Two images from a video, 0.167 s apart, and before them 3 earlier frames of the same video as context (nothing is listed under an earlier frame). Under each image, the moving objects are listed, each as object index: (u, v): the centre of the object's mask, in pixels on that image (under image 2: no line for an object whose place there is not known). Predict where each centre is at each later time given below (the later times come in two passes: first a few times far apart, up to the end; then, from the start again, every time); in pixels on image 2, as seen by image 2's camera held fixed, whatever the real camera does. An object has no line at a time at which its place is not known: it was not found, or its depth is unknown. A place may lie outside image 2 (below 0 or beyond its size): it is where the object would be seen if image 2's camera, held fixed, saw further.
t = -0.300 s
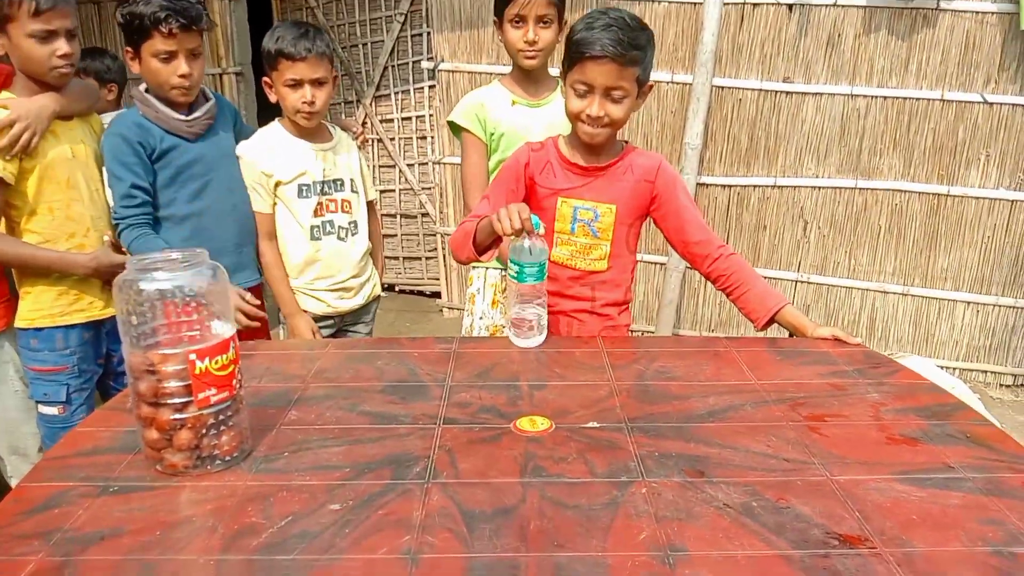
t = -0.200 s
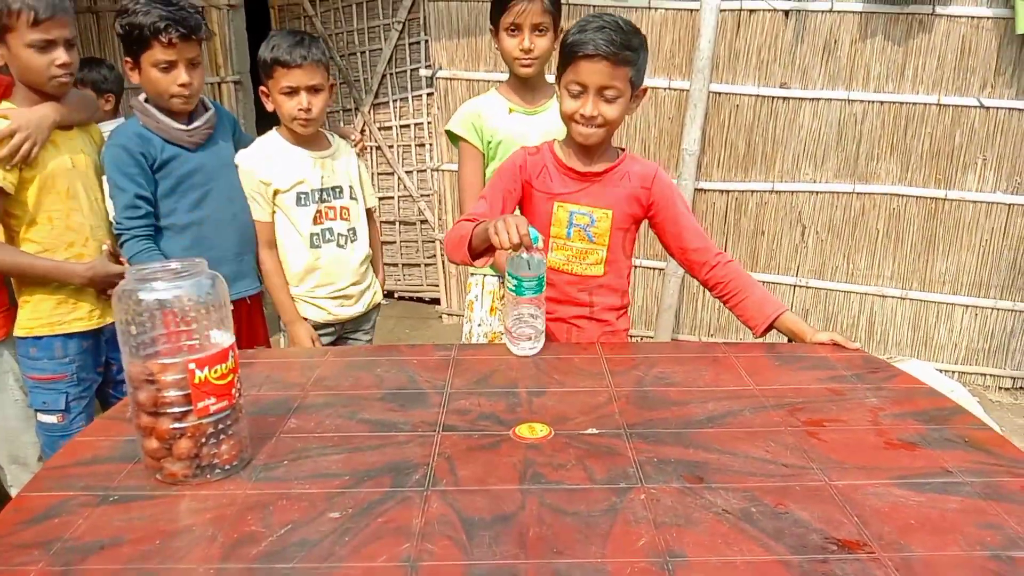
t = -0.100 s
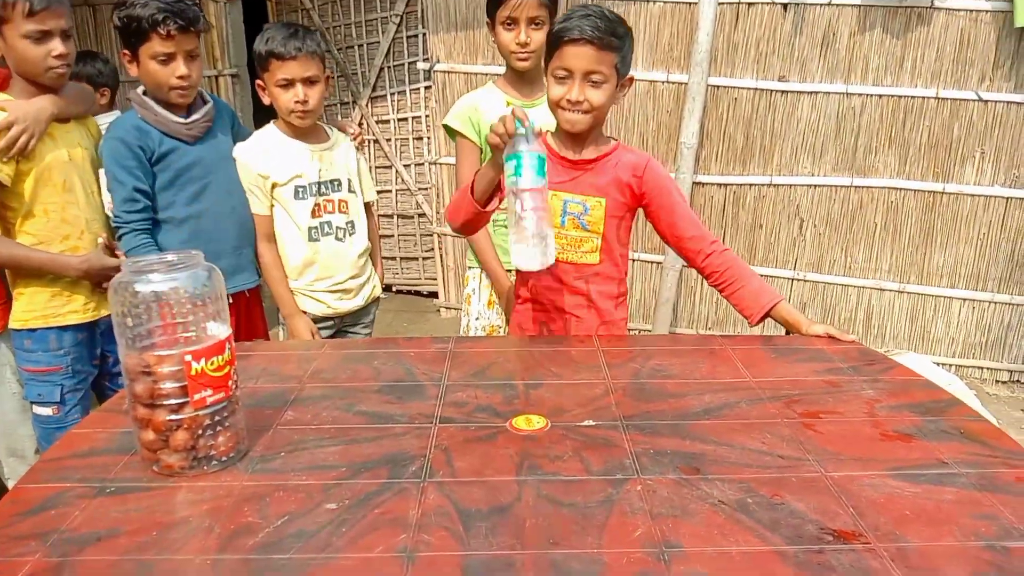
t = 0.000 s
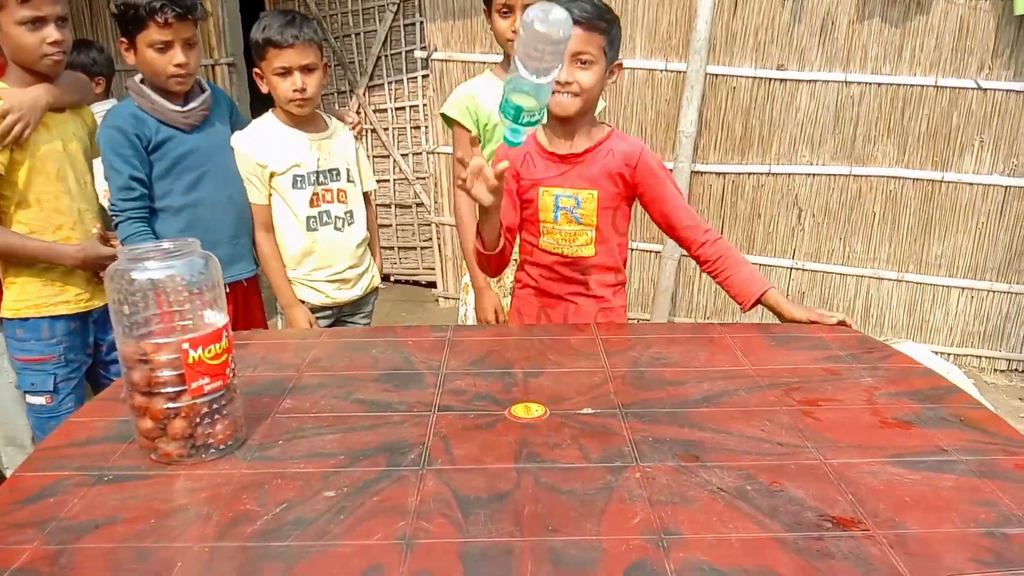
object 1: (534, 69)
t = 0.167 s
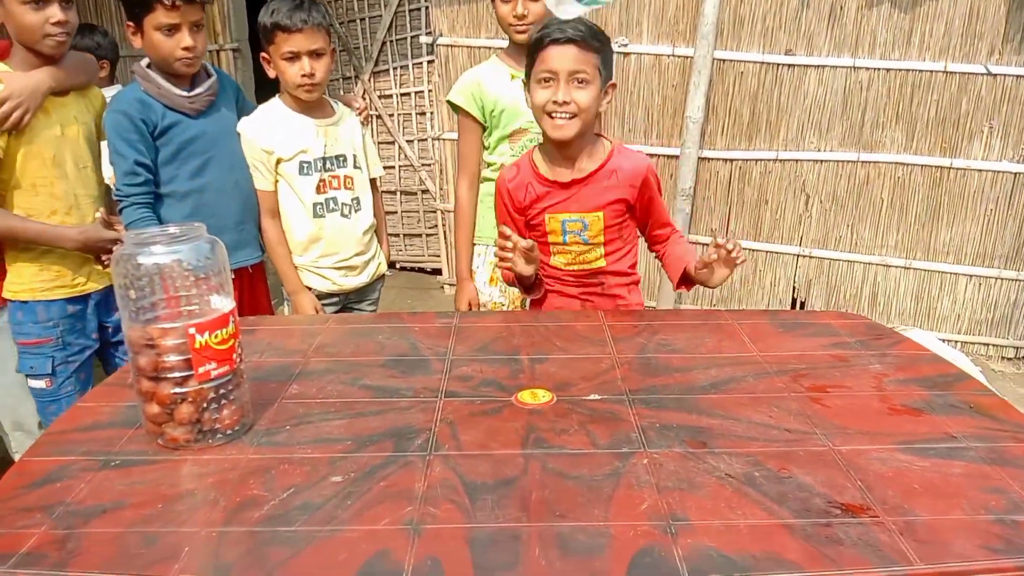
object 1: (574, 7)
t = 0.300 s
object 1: (619, 235)
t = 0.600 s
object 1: (677, 442)
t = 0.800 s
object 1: (680, 441)
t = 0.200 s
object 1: (582, 25)
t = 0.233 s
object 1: (597, 51)
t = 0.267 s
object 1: (614, 158)
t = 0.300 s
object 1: (619, 235)
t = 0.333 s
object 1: (624, 321)
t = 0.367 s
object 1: (634, 359)
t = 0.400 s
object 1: (647, 380)
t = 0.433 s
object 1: (662, 434)
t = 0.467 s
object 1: (670, 436)
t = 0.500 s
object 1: (676, 441)
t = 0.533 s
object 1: (678, 441)
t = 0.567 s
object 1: (679, 441)
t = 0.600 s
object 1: (677, 442)
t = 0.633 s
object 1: (677, 442)
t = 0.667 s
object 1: (679, 441)
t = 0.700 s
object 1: (681, 441)
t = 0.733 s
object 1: (680, 441)
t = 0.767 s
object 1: (680, 441)
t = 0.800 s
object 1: (680, 441)
